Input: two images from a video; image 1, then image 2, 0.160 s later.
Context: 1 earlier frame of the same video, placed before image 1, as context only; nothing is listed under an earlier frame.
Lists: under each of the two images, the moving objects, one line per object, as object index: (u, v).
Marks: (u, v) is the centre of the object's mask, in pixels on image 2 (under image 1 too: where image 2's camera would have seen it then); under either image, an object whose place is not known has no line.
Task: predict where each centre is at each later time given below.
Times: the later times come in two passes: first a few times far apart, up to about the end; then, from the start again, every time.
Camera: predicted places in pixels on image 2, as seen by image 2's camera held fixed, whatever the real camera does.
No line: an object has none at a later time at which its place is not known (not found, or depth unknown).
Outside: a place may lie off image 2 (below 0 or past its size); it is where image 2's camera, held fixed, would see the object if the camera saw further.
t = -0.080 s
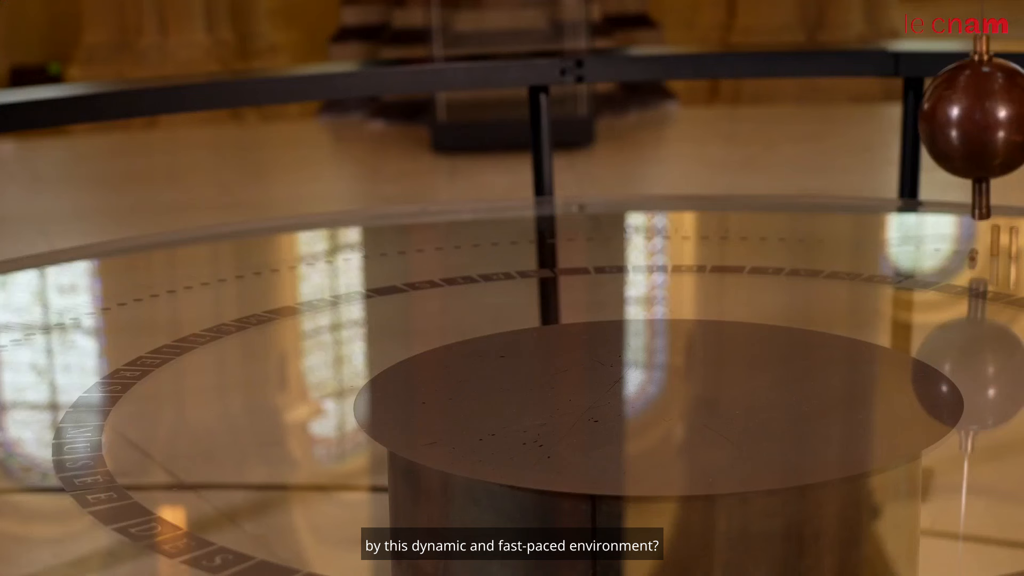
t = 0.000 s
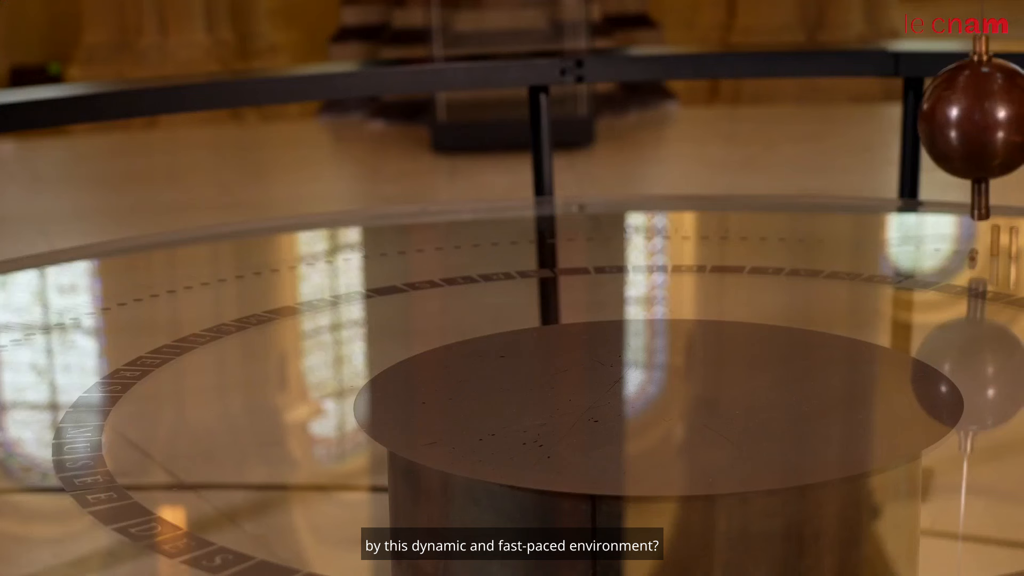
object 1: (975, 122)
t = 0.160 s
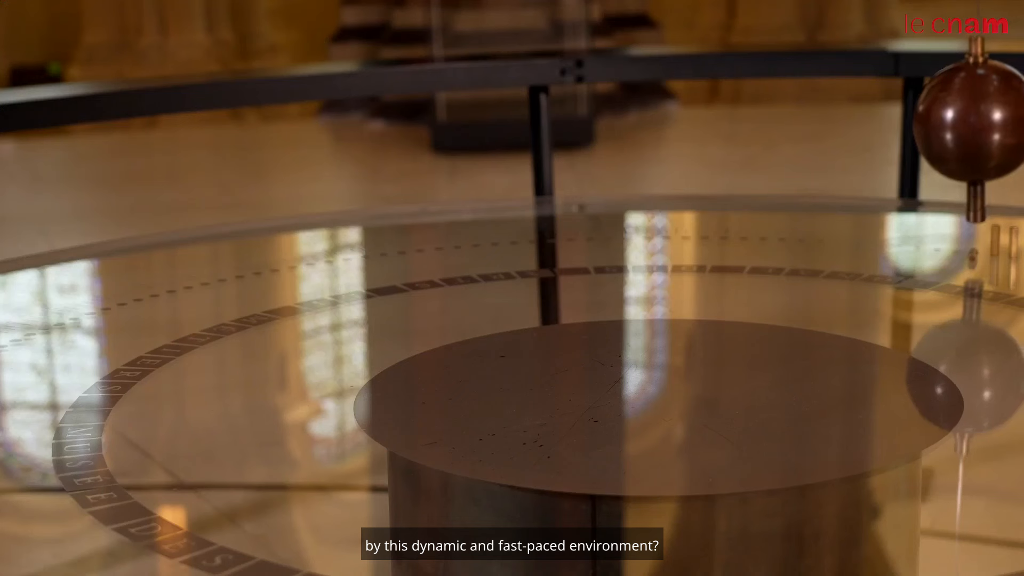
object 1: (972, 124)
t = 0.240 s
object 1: (970, 125)
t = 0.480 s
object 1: (956, 132)
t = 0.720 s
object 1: (930, 142)
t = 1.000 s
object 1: (889, 158)
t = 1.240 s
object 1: (843, 176)
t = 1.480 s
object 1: (786, 196)
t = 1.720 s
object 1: (719, 219)
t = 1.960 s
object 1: (641, 245)
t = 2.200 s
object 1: (553, 270)
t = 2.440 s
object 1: (456, 301)
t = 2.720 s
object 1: (332, 337)
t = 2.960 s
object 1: (223, 368)
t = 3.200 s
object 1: (118, 397)
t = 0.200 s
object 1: (971, 124)
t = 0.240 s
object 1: (970, 125)
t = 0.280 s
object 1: (968, 126)
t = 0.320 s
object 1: (967, 127)
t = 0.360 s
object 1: (965, 128)
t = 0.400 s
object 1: (962, 129)
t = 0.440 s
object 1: (960, 130)
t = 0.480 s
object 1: (956, 132)
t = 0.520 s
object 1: (952, 133)
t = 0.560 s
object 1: (948, 135)
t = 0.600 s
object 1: (944, 136)
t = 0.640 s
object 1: (940, 138)
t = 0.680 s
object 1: (935, 140)
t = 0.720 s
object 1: (930, 142)
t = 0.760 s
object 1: (925, 144)
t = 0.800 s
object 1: (920, 146)
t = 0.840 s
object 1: (914, 148)
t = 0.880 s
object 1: (908, 151)
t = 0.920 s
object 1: (902, 153)
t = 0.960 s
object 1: (895, 156)
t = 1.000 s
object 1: (889, 158)
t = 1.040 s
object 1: (881, 161)
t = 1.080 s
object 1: (874, 164)
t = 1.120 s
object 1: (867, 167)
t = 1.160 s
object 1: (859, 170)
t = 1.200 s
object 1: (851, 173)
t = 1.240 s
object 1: (843, 176)
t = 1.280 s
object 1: (834, 179)
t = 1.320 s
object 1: (824, 183)
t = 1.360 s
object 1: (815, 186)
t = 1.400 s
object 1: (806, 189)
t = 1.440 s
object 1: (796, 193)
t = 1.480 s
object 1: (786, 196)
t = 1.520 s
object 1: (775, 200)
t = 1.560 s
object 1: (764, 203)
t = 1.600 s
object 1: (753, 207)
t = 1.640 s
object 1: (742, 211)
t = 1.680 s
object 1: (730, 215)
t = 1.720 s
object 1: (719, 219)
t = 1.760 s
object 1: (706, 223)
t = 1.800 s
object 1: (694, 227)
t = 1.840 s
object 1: (682, 232)
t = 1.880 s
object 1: (668, 237)
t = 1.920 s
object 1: (655, 241)
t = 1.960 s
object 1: (641, 245)
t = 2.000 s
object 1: (627, 248)
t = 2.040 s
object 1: (613, 255)
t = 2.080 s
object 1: (598, 258)
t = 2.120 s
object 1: (583, 263)
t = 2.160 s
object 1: (568, 268)
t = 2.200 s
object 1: (553, 270)
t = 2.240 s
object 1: (537, 277)
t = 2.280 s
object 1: (521, 281)
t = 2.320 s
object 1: (505, 286)
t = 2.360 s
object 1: (488, 291)
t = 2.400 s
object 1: (472, 296)
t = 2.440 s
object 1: (456, 301)
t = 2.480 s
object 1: (438, 307)
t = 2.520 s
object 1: (421, 311)
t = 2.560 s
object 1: (403, 316)
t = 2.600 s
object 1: (386, 320)
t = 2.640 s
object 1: (368, 328)
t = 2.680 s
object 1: (350, 332)
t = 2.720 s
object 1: (332, 337)
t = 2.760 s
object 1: (313, 342)
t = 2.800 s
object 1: (295, 348)
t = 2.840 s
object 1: (277, 353)
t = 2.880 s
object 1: (260, 358)
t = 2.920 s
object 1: (241, 363)
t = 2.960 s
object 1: (223, 368)
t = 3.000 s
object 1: (205, 373)
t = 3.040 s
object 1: (188, 378)
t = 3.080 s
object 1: (170, 383)
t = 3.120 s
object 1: (152, 387)
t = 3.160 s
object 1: (135, 392)
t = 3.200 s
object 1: (118, 397)
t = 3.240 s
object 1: (103, 402)
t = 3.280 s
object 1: (91, 405)
